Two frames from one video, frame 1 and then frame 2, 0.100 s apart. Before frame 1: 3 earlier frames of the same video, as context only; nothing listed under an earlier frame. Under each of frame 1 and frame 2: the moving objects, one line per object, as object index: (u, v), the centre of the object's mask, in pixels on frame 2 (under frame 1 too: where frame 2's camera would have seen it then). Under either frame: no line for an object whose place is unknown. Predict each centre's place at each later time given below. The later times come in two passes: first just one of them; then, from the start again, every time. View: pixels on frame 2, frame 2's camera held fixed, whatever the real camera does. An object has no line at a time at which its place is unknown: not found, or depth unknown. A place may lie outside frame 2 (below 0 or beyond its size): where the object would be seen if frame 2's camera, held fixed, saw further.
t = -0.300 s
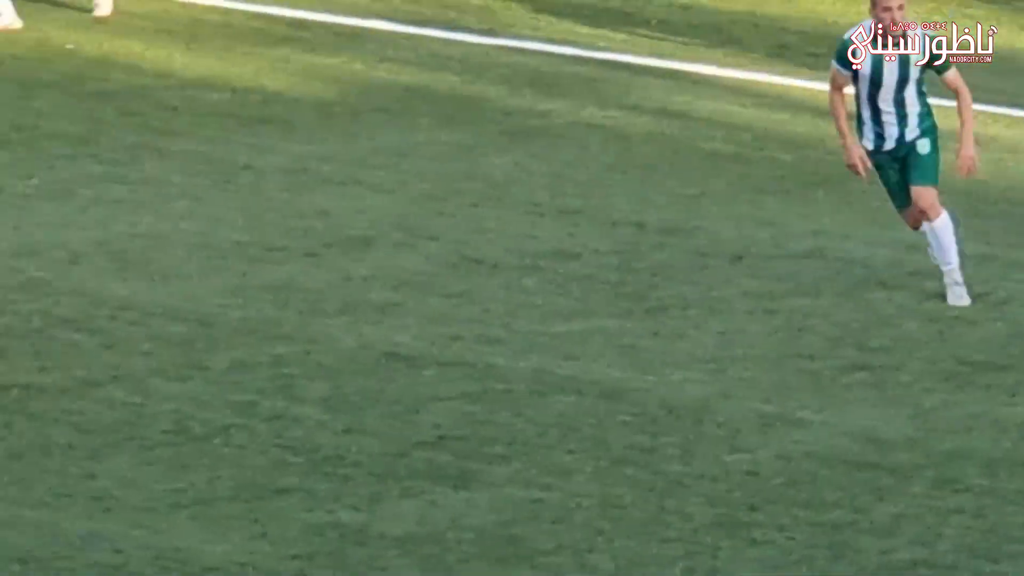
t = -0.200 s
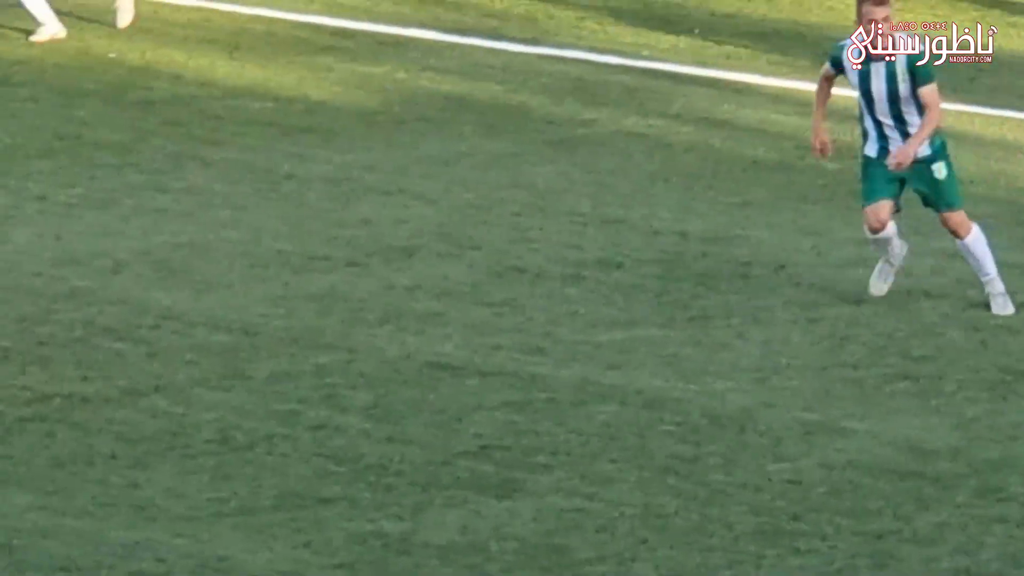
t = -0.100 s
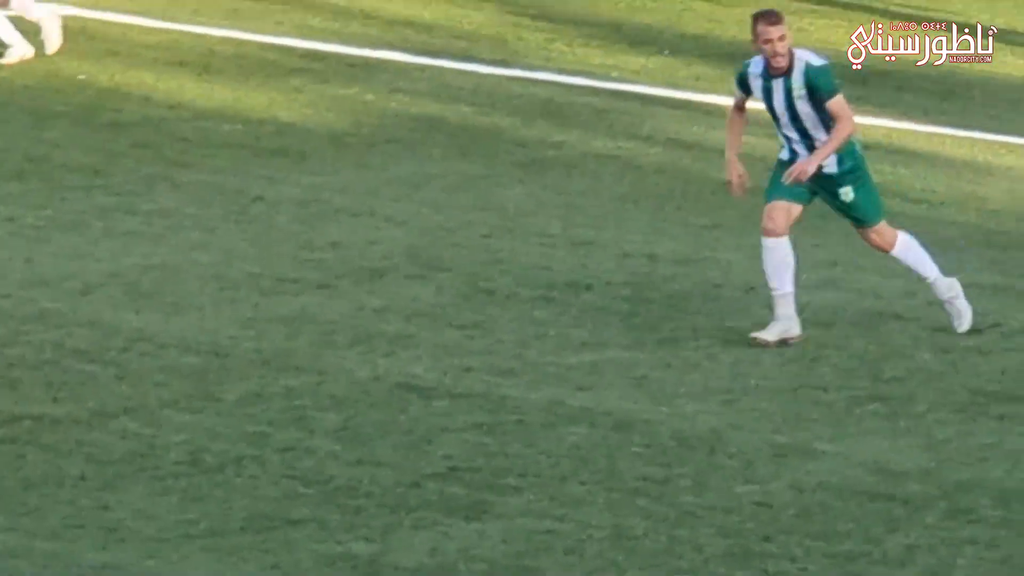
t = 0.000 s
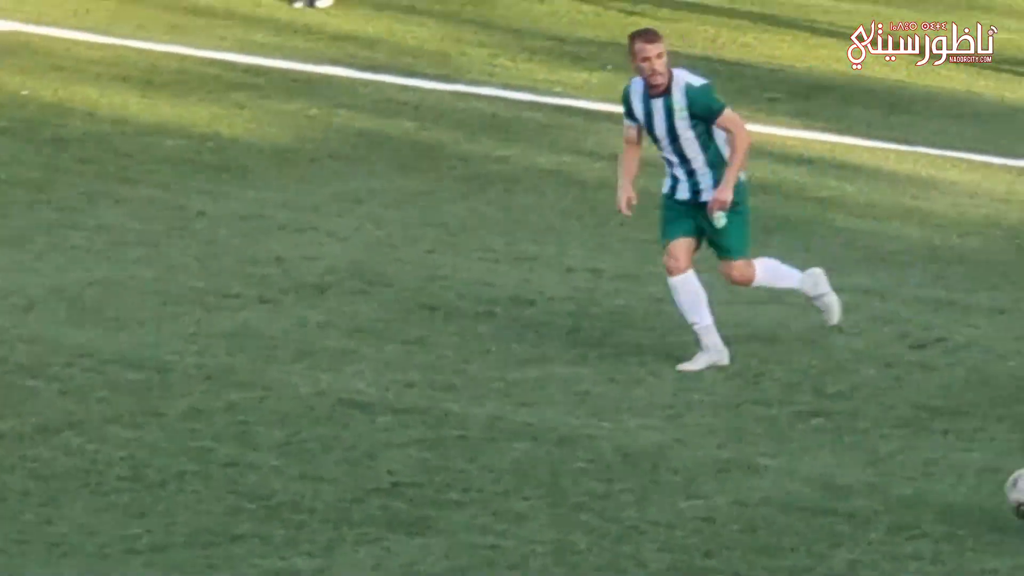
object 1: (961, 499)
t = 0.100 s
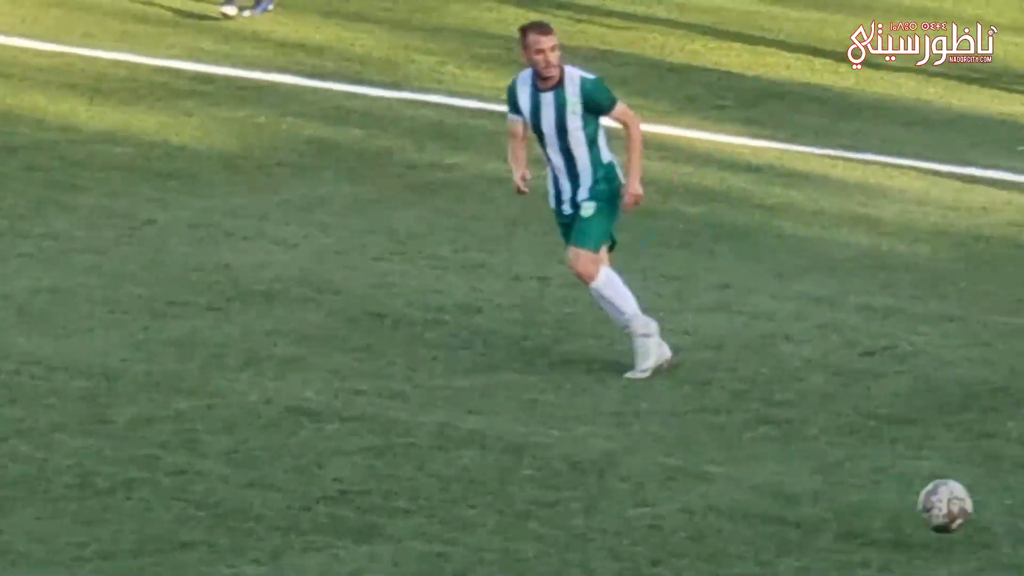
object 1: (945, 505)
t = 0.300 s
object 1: (879, 542)
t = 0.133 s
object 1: (934, 514)
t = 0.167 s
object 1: (922, 524)
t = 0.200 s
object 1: (910, 538)
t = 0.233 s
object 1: (900, 543)
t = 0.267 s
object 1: (891, 541)
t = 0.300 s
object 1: (879, 542)
